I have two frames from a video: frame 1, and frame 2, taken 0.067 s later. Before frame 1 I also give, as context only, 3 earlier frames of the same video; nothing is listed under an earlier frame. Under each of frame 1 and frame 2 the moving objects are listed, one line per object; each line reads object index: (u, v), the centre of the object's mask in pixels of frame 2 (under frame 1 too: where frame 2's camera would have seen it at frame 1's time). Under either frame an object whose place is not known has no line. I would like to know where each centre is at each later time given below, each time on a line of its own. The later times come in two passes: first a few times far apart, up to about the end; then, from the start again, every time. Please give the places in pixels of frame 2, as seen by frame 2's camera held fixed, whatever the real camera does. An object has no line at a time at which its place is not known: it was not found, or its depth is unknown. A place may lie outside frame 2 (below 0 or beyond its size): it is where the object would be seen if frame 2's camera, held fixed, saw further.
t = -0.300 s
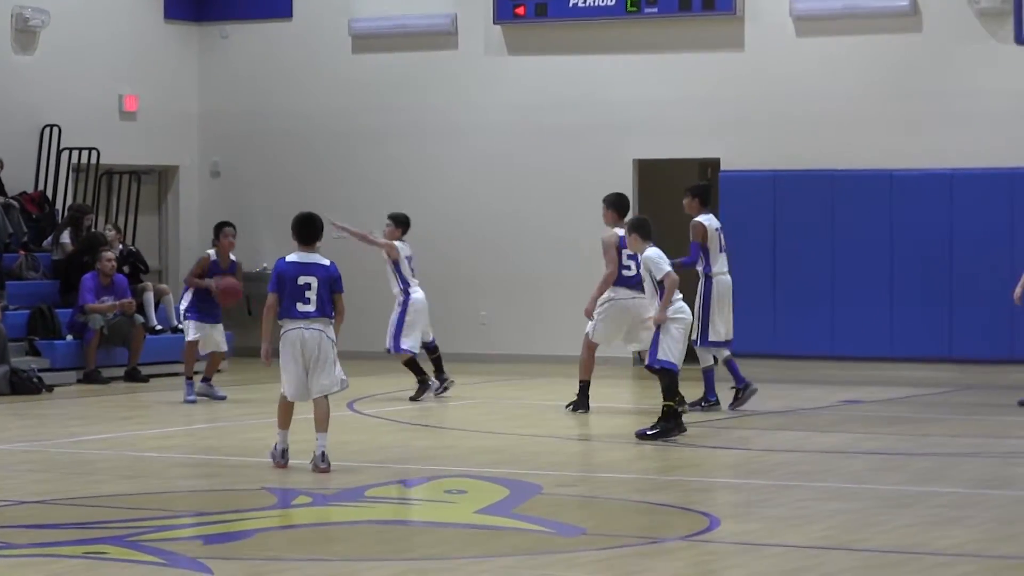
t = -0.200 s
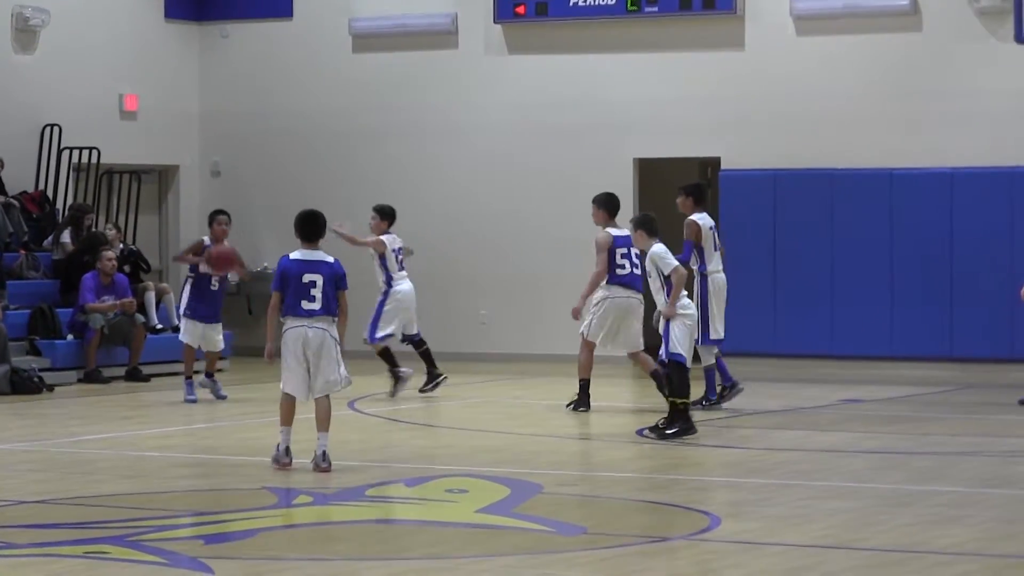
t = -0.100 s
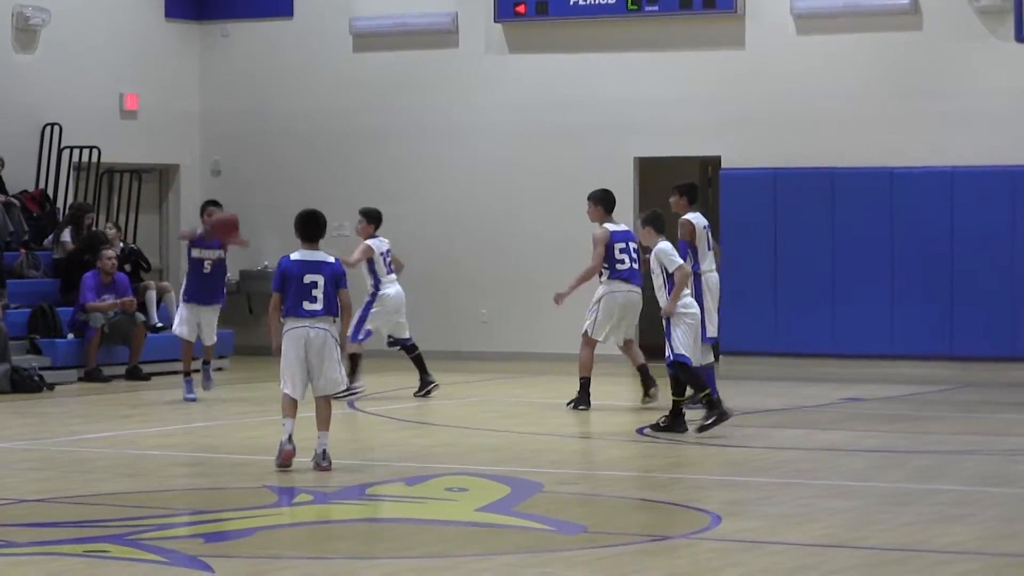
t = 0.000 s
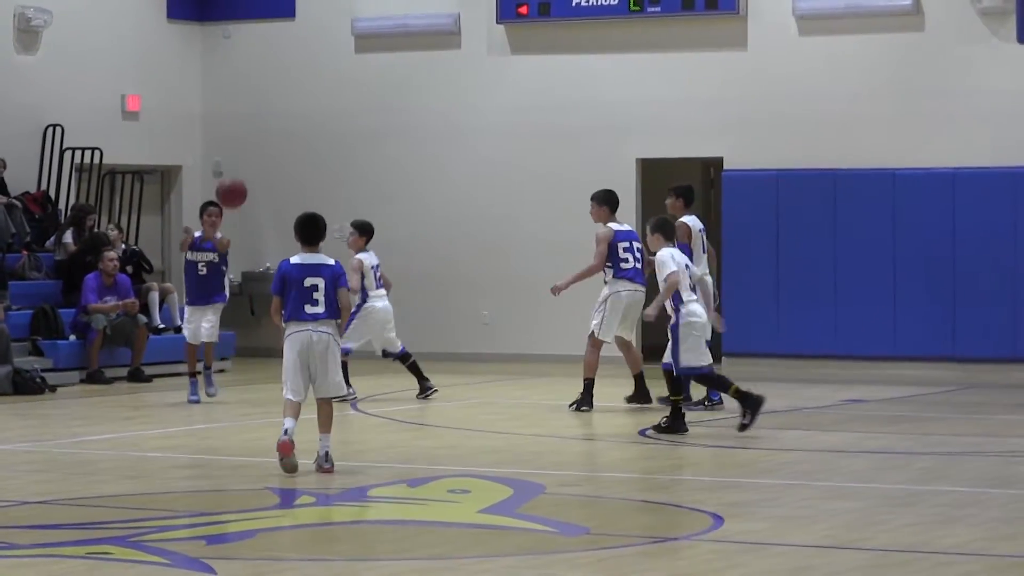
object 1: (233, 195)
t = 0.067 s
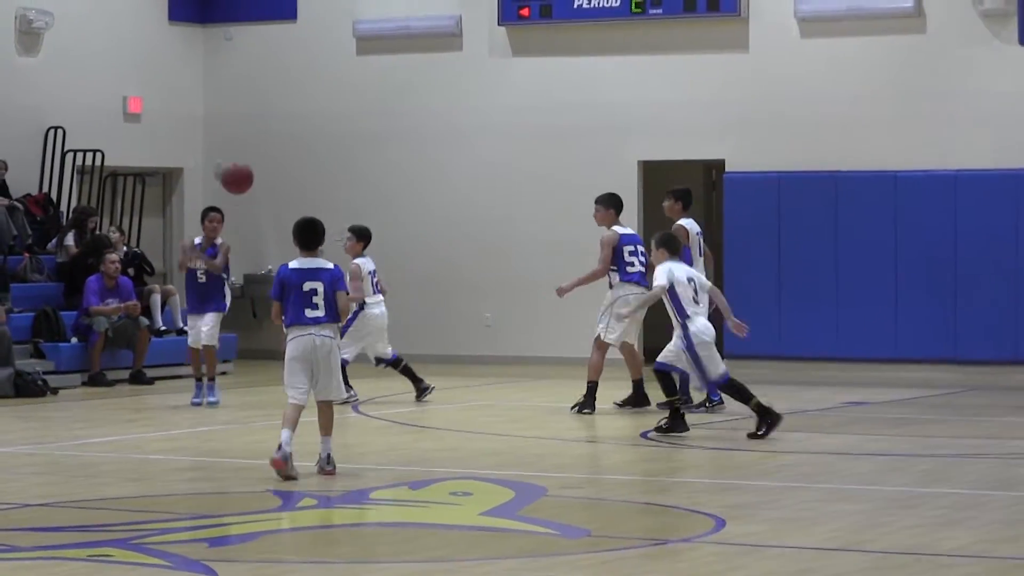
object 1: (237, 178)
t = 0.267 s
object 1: (251, 160)
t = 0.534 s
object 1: (274, 229)
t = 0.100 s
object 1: (239, 172)
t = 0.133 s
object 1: (242, 166)
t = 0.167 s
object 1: (244, 162)
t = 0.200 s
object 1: (246, 160)
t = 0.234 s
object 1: (248, 159)
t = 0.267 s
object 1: (251, 160)
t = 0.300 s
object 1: (253, 162)
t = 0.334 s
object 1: (256, 166)
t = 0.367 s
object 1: (258, 172)
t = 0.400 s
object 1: (261, 179)
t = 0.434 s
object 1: (264, 189)
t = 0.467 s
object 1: (266, 200)
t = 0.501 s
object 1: (270, 214)
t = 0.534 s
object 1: (274, 229)
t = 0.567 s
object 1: (276, 246)
